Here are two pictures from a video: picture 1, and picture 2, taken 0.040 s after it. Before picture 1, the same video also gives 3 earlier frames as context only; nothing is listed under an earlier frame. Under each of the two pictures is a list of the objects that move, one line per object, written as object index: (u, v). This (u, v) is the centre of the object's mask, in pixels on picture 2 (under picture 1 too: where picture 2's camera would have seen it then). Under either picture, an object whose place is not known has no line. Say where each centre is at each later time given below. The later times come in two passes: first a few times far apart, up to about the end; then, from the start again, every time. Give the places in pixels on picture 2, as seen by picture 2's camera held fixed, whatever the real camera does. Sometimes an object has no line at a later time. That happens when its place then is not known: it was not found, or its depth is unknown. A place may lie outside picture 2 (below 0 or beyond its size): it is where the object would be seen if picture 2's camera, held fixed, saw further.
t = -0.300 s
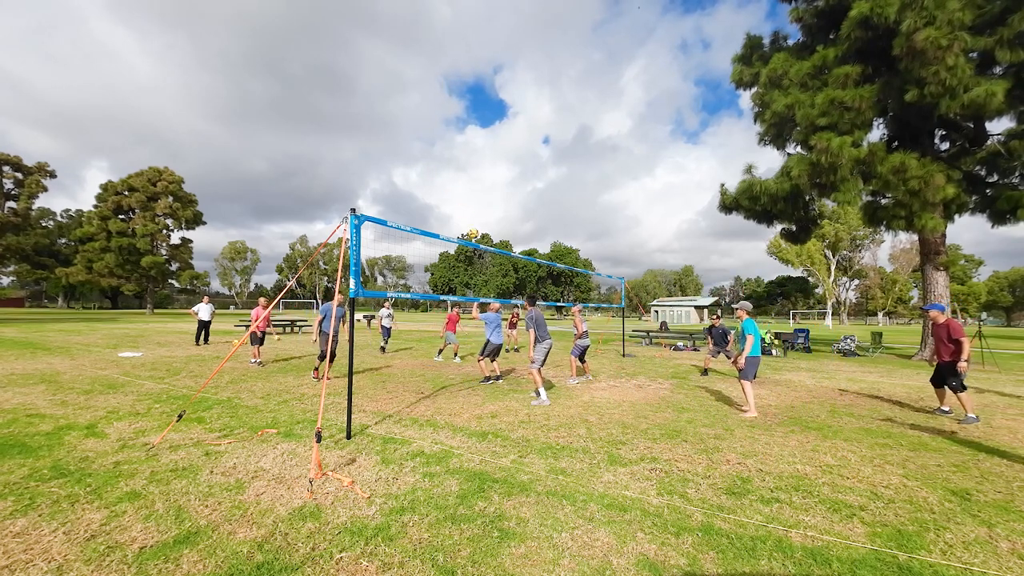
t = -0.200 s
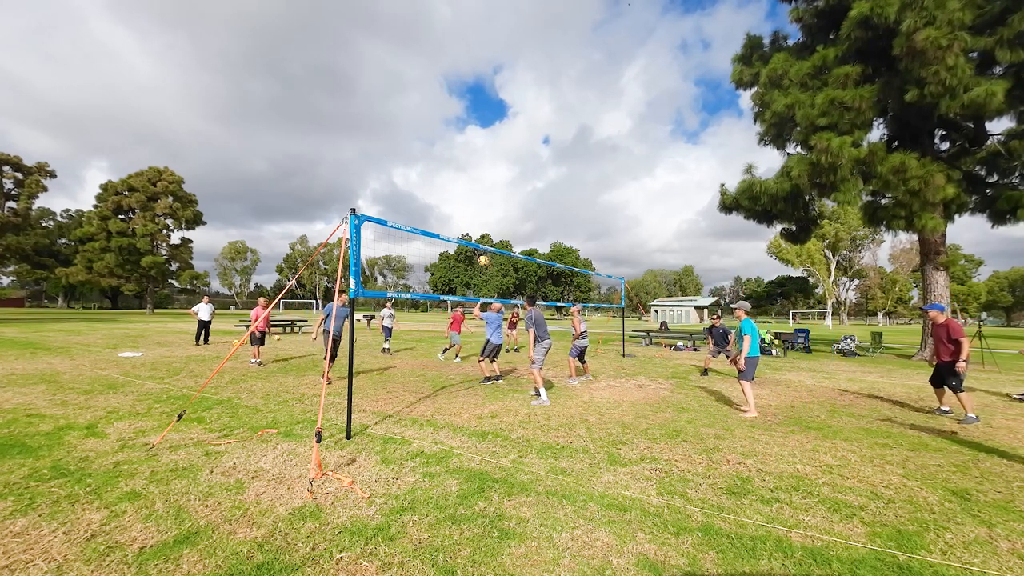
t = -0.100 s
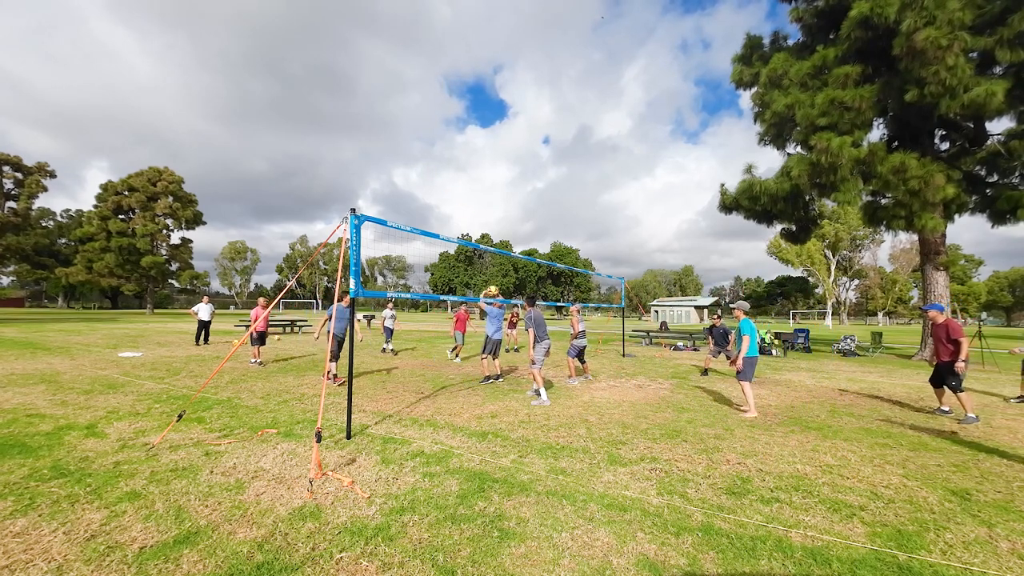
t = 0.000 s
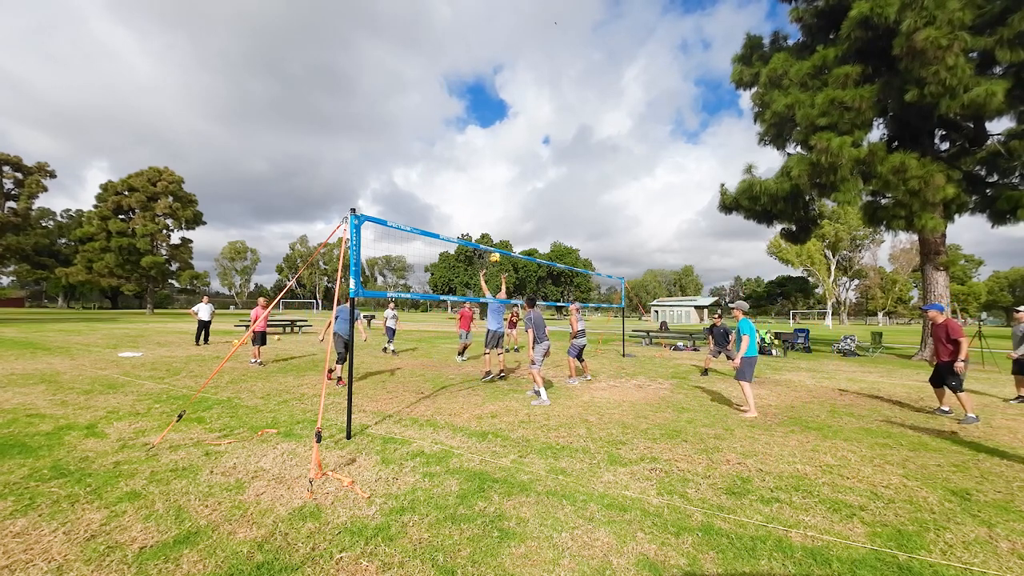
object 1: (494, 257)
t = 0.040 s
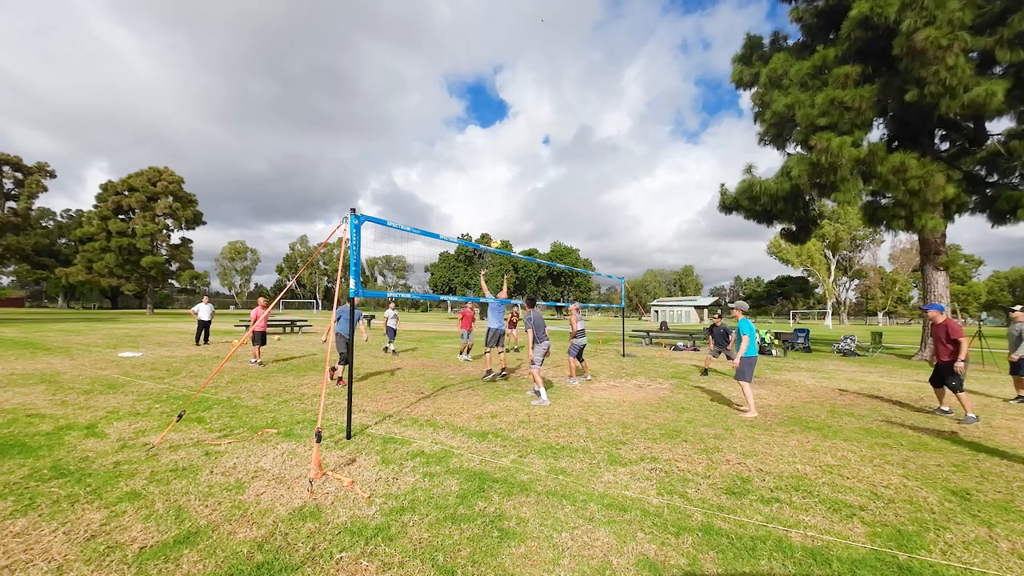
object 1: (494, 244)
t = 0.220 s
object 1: (498, 196)
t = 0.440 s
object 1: (501, 161)
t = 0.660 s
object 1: (504, 150)
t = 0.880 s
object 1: (506, 162)
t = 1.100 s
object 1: (507, 194)
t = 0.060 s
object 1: (495, 237)
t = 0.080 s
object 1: (496, 232)
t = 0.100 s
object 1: (496, 226)
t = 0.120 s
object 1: (497, 221)
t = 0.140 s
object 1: (497, 215)
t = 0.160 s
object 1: (497, 210)
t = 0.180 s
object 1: (498, 205)
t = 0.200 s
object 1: (498, 200)
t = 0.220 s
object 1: (498, 196)
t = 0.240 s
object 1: (499, 192)
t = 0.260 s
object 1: (499, 187)
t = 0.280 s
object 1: (499, 184)
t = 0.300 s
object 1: (500, 180)
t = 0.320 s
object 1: (500, 177)
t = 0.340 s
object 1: (500, 174)
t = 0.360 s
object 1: (500, 171)
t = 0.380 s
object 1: (501, 168)
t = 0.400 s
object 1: (501, 166)
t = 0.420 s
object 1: (501, 163)
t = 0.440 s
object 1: (501, 161)
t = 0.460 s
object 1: (502, 159)
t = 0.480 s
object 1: (502, 158)
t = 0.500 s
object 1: (502, 156)
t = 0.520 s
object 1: (502, 154)
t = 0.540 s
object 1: (503, 153)
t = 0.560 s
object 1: (503, 152)
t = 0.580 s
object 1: (503, 152)
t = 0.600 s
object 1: (503, 151)
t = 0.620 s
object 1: (503, 151)
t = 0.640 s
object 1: (504, 150)
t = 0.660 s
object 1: (504, 150)
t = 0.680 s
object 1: (504, 150)
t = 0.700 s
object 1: (504, 151)
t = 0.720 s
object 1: (504, 151)
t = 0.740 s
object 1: (504, 152)
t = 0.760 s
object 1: (505, 153)
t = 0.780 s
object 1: (505, 154)
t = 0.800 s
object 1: (505, 155)
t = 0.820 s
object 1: (505, 156)
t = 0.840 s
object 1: (505, 158)
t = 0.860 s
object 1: (505, 160)
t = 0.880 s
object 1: (506, 162)
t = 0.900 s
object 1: (506, 164)
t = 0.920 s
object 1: (506, 166)
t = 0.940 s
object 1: (506, 169)
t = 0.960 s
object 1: (506, 171)
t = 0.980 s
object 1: (506, 174)
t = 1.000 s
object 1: (506, 177)
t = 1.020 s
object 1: (507, 180)
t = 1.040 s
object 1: (506, 183)
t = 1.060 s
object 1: (507, 186)
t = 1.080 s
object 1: (507, 190)
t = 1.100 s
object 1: (507, 194)
